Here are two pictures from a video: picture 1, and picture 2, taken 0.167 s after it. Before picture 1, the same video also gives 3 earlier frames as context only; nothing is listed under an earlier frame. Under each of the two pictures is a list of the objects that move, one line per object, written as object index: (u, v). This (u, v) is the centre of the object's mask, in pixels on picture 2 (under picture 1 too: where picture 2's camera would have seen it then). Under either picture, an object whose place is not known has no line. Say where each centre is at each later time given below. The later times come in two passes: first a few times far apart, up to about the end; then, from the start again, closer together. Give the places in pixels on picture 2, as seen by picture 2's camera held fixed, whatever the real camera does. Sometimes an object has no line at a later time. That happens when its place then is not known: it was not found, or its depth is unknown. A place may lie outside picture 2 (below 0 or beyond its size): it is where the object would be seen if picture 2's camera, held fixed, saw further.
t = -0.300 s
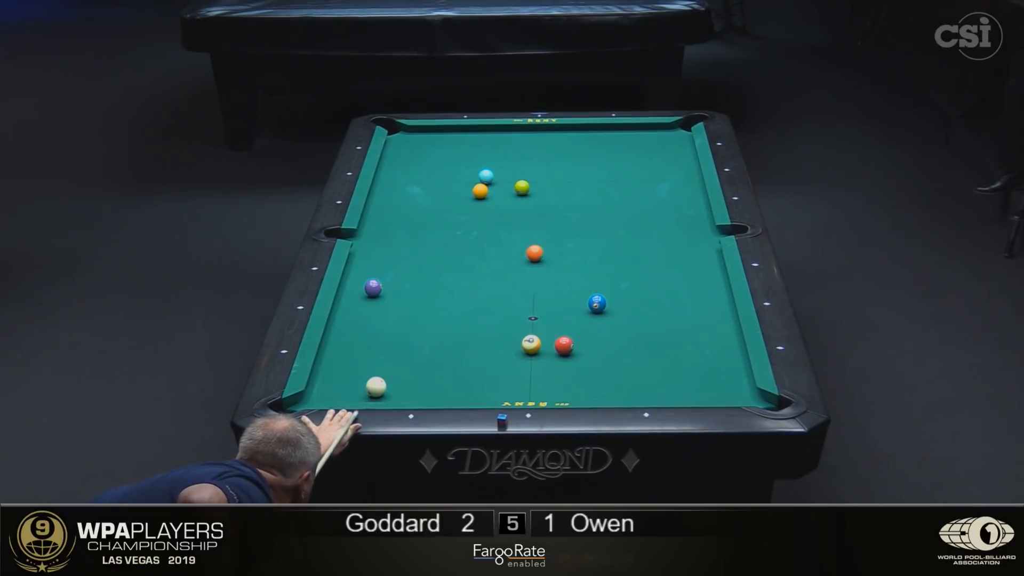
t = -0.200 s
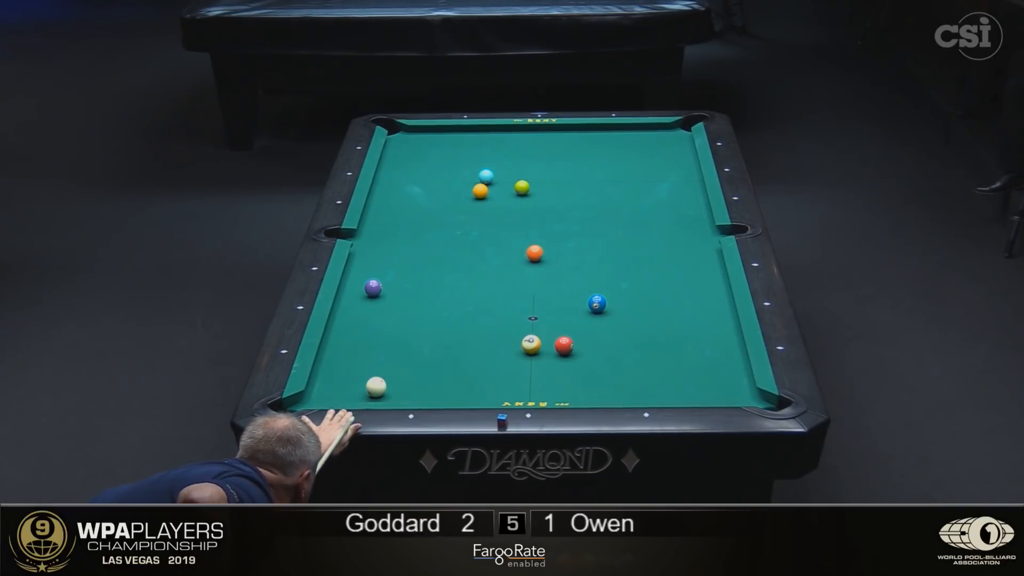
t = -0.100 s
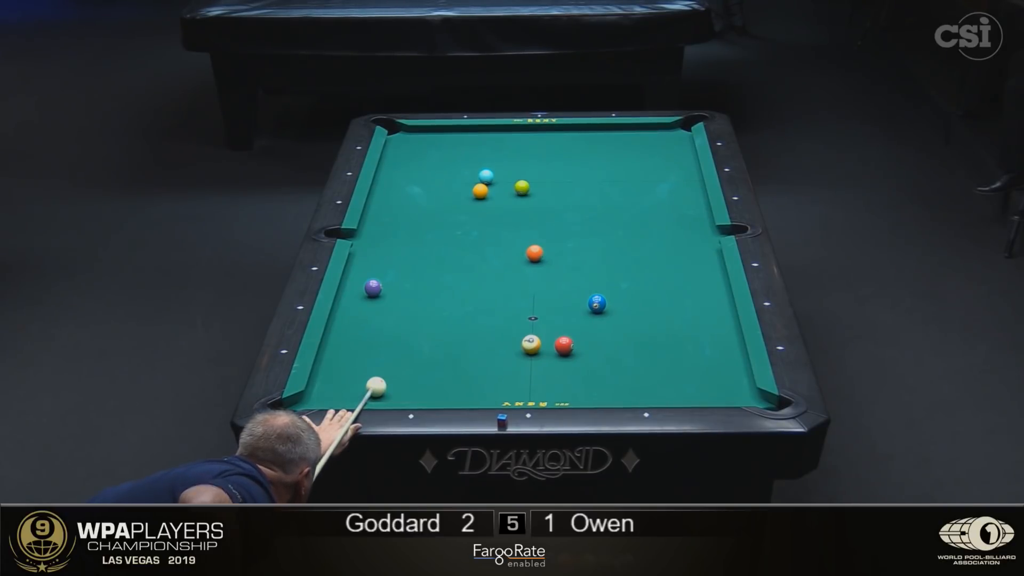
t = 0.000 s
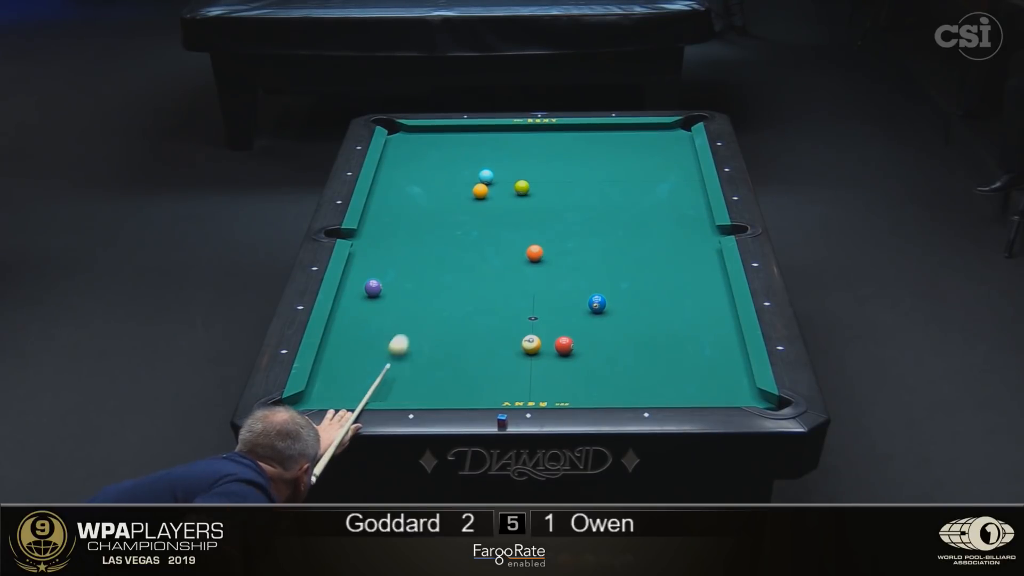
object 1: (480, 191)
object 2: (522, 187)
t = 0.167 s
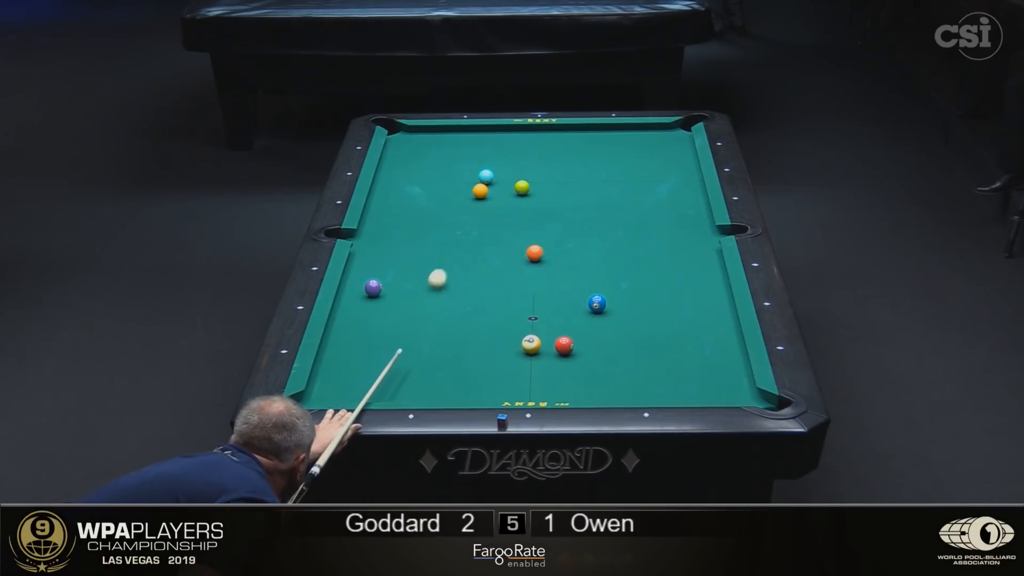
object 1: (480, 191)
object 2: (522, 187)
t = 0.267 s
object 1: (480, 191)
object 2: (522, 187)
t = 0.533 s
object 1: (460, 170)
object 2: (531, 184)
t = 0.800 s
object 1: (422, 131)
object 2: (582, 166)
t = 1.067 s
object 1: (395, 148)
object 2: (624, 152)
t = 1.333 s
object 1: (392, 165)
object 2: (662, 139)
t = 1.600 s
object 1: (398, 182)
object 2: (675, 128)
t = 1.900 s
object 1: (405, 202)
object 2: (656, 130)
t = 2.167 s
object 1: (411, 219)
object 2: (640, 134)
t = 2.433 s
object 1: (418, 238)
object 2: (626, 138)
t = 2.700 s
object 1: (425, 257)
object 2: (612, 142)
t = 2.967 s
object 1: (431, 276)
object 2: (600, 145)
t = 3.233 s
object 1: (438, 295)
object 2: (588, 148)
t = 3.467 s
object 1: (444, 313)
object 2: (578, 151)
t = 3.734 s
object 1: (451, 333)
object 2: (568, 154)
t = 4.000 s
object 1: (458, 354)
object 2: (560, 156)
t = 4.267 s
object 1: (466, 375)
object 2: (551, 158)
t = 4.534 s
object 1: (473, 394)
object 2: (544, 160)
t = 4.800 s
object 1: (481, 390)
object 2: (538, 162)
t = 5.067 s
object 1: (489, 378)
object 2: (533, 163)
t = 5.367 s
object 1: (497, 366)
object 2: (529, 164)
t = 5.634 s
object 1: (504, 357)
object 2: (527, 165)
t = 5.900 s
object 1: (509, 349)
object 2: (526, 165)
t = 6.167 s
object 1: (512, 342)
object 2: (525, 166)
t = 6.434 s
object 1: (513, 335)
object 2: (525, 165)
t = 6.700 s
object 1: (513, 330)
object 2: (525, 165)
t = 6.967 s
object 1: (512, 326)
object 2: (525, 165)
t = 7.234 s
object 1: (512, 322)
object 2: (525, 165)
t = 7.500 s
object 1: (513, 319)
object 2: (525, 165)
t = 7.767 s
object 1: (514, 317)
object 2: (525, 165)
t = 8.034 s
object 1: (514, 315)
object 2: (525, 165)
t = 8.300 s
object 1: (514, 315)
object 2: (525, 165)
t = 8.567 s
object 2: (523, 165)
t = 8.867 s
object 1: (514, 314)
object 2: (525, 165)
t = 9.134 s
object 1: (514, 315)
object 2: (525, 166)
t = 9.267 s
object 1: (514, 315)
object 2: (525, 165)
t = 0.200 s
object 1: (480, 191)
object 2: (522, 187)
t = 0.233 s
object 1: (480, 191)
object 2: (522, 187)
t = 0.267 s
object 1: (480, 191)
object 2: (522, 187)
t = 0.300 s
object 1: (480, 191)
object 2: (522, 187)
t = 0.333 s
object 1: (480, 191)
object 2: (522, 187)
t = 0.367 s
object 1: (480, 191)
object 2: (522, 187)
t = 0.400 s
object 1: (480, 189)
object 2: (522, 187)
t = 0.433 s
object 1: (477, 188)
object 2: (522, 187)
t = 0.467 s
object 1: (472, 182)
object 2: (522, 187)
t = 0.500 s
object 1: (465, 176)
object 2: (524, 186)
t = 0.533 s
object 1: (460, 170)
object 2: (531, 184)
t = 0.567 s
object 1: (454, 164)
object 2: (539, 181)
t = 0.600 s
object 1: (448, 158)
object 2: (547, 179)
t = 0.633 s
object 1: (443, 153)
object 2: (553, 176)
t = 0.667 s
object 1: (439, 148)
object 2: (560, 174)
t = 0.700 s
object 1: (434, 143)
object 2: (566, 172)
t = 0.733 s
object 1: (430, 139)
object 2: (571, 170)
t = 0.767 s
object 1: (426, 135)
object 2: (577, 168)
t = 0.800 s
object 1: (422, 131)
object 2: (582, 166)
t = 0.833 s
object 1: (419, 129)
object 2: (588, 165)
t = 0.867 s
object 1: (415, 133)
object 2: (593, 163)
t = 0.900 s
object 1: (412, 136)
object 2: (598, 161)
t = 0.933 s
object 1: (408, 139)
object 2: (604, 159)
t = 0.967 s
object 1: (405, 141)
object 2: (609, 157)
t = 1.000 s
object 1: (402, 143)
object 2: (614, 155)
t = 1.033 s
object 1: (399, 146)
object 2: (619, 154)
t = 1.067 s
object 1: (395, 148)
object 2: (624, 152)
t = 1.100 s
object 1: (392, 150)
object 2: (629, 151)
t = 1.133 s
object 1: (389, 153)
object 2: (634, 148)
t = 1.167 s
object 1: (388, 155)
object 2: (638, 147)
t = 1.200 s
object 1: (389, 157)
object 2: (643, 145)
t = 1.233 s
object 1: (390, 159)
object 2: (648, 143)
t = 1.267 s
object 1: (391, 161)
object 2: (653, 142)
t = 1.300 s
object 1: (391, 163)
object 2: (658, 140)
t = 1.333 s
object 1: (392, 165)
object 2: (662, 139)
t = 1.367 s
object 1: (393, 167)
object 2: (667, 137)
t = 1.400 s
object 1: (393, 169)
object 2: (672, 136)
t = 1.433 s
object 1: (394, 171)
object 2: (676, 134)
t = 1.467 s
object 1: (395, 174)
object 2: (681, 132)
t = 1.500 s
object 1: (396, 176)
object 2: (684, 131)
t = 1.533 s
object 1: (396, 178)
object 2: (681, 130)
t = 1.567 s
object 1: (397, 180)
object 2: (678, 129)
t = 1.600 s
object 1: (398, 182)
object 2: (675, 128)
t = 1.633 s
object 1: (399, 184)
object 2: (672, 127)
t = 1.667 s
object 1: (399, 186)
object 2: (670, 126)
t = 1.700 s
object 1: (400, 188)
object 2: (668, 127)
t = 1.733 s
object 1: (401, 191)
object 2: (666, 127)
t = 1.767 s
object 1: (402, 193)
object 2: (663, 128)
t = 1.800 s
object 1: (402, 195)
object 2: (661, 128)
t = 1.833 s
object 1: (403, 197)
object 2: (660, 129)
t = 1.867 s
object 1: (404, 199)
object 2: (658, 129)
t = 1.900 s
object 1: (405, 202)
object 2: (656, 130)
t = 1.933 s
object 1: (406, 204)
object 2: (654, 130)
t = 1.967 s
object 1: (406, 206)
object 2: (652, 131)
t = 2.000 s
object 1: (407, 208)
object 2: (650, 131)
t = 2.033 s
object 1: (408, 211)
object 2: (648, 131)
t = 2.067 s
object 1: (409, 213)
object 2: (646, 131)
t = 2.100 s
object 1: (410, 215)
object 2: (643, 132)
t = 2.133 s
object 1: (410, 217)
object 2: (642, 133)
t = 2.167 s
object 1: (411, 219)
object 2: (640, 134)
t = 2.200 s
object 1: (412, 222)
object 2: (638, 134)
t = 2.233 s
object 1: (413, 224)
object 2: (637, 135)
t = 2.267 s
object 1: (414, 226)
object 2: (635, 135)
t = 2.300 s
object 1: (415, 229)
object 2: (633, 136)
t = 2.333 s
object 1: (416, 231)
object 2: (631, 136)
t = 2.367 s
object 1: (416, 233)
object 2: (629, 137)
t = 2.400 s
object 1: (417, 235)
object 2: (628, 137)
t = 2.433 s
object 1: (418, 238)
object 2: (626, 138)
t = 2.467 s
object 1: (419, 240)
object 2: (624, 138)
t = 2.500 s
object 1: (419, 242)
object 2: (622, 139)
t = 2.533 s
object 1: (420, 245)
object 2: (621, 139)
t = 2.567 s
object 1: (421, 247)
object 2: (619, 140)
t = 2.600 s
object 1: (422, 249)
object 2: (617, 140)
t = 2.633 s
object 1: (423, 252)
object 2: (616, 141)
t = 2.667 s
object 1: (424, 254)
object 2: (614, 141)
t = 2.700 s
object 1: (425, 257)
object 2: (612, 142)
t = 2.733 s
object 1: (426, 259)
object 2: (611, 142)
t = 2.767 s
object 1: (426, 261)
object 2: (609, 143)
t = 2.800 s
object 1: (427, 264)
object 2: (607, 143)
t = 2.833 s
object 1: (428, 266)
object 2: (606, 144)
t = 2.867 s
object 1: (429, 268)
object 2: (604, 144)
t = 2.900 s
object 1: (430, 271)
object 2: (603, 144)
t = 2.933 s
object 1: (430, 273)
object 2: (601, 145)
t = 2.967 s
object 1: (431, 276)
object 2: (600, 145)
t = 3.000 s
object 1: (432, 278)
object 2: (598, 146)
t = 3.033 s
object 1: (433, 281)
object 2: (597, 146)
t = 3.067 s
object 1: (431, 280)
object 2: (595, 146)
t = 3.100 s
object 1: (435, 286)
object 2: (594, 147)
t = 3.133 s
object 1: (436, 288)
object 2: (592, 147)
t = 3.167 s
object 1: (436, 291)
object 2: (591, 148)
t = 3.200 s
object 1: (437, 293)
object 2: (589, 148)
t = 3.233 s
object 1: (438, 295)
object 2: (588, 148)
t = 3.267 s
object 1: (439, 298)
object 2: (586, 149)
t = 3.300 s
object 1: (440, 300)
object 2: (585, 149)
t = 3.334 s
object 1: (441, 303)
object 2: (584, 149)
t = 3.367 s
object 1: (442, 308)
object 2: (581, 150)
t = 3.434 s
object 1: (443, 310)
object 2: (580, 151)
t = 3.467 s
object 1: (444, 313)
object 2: (578, 151)
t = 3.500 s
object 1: (445, 315)
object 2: (577, 151)
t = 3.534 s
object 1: (446, 318)
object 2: (576, 152)
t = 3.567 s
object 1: (447, 320)
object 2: (574, 152)
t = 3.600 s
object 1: (448, 323)
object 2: (573, 152)
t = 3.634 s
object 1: (449, 325)
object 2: (572, 153)
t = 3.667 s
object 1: (450, 328)
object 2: (571, 153)
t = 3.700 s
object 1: (450, 331)
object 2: (570, 153)
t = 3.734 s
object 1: (451, 333)
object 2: (568, 154)
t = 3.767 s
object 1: (452, 336)
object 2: (567, 154)
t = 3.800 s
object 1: (453, 338)
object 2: (566, 154)
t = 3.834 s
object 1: (454, 341)
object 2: (565, 155)
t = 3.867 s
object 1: (455, 343)
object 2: (564, 155)
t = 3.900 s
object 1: (456, 346)
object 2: (563, 155)
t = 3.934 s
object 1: (457, 349)
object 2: (562, 156)
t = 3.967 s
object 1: (458, 351)
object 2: (561, 156)
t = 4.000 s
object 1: (458, 354)
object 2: (560, 156)
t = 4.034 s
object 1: (459, 356)
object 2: (558, 157)
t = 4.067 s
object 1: (460, 359)
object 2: (558, 157)
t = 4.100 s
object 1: (461, 362)
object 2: (556, 157)
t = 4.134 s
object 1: (462, 364)
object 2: (555, 157)
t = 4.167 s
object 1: (463, 367)
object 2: (554, 158)
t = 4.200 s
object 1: (464, 370)
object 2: (553, 158)
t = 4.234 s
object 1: (465, 372)
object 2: (552, 158)
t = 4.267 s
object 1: (466, 375)
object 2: (551, 158)
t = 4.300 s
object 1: (466, 378)
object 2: (550, 159)
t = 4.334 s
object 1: (467, 380)
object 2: (550, 159)
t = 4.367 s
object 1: (468, 383)
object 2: (549, 159)
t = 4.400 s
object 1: (469, 385)
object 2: (548, 159)
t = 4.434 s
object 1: (470, 388)
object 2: (547, 160)
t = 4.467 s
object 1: (471, 390)
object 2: (546, 160)
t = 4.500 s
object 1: (472, 392)
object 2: (545, 160)
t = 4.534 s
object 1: (473, 394)
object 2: (544, 160)
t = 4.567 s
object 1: (473, 395)
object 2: (544, 160)
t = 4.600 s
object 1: (474, 396)
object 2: (543, 161)
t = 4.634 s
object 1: (475, 395)
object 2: (542, 161)
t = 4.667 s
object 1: (477, 394)
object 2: (541, 161)
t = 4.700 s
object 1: (478, 393)
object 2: (540, 161)
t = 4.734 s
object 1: (479, 392)
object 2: (540, 161)
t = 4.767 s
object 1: (480, 391)
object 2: (539, 162)
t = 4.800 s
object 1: (481, 390)
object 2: (538, 162)
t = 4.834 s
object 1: (482, 388)
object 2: (538, 162)
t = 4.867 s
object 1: (483, 387)
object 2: (537, 162)
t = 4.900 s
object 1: (484, 385)
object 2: (536, 162)
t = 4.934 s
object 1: (486, 384)
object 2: (536, 162)
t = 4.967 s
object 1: (486, 382)
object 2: (535, 163)
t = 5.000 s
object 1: (487, 381)
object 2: (535, 163)
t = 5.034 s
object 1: (488, 380)
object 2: (534, 163)
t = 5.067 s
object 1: (489, 378)
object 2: (533, 163)
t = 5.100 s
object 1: (490, 377)
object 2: (533, 163)
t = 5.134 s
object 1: (491, 376)
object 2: (532, 163)
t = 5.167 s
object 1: (492, 374)
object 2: (532, 163)
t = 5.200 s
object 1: (493, 373)
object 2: (531, 163)
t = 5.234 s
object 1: (494, 371)
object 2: (531, 163)
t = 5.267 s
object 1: (495, 370)
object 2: (530, 164)
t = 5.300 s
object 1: (496, 369)
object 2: (530, 164)
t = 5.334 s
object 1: (496, 368)
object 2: (530, 164)
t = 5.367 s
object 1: (497, 366)
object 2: (529, 164)
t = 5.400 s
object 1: (498, 365)
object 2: (529, 164)
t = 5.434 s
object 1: (499, 364)
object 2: (529, 164)
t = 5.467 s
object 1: (500, 363)
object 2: (528, 164)
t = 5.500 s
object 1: (501, 362)
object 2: (528, 165)
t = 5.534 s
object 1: (501, 361)
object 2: (528, 165)
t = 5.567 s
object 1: (502, 359)
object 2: (528, 165)
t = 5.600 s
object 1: (503, 358)
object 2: (527, 165)
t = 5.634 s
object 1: (504, 357)
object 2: (527, 165)
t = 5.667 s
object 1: (504, 356)
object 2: (527, 165)
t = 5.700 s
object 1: (505, 355)
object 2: (527, 165)
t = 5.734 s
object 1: (506, 354)
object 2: (526, 165)
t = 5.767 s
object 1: (507, 353)
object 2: (526, 165)
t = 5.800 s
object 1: (507, 352)
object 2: (526, 165)
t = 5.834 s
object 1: (508, 351)
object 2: (526, 165)
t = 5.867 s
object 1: (509, 350)
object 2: (526, 165)
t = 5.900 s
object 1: (509, 349)
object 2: (526, 165)
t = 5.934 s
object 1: (510, 348)
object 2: (526, 165)
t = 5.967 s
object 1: (510, 347)
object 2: (526, 165)
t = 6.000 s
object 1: (511, 346)
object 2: (526, 165)
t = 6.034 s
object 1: (511, 345)
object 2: (525, 165)
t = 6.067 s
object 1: (512, 344)
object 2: (525, 165)
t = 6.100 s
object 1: (512, 343)
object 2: (525, 165)
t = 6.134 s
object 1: (512, 343)
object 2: (526, 165)
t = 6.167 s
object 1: (512, 342)
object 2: (525, 166)
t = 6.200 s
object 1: (512, 341)
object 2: (525, 165)
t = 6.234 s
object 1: (513, 340)
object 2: (525, 165)
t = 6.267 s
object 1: (513, 339)
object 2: (525, 165)
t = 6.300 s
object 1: (513, 339)
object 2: (525, 165)
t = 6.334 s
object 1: (513, 338)
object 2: (525, 166)
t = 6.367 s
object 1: (513, 337)
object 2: (525, 165)
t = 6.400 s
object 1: (513, 336)
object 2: (525, 165)
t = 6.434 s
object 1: (513, 335)
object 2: (525, 165)
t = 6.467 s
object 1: (513, 335)
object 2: (525, 165)
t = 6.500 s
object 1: (513, 334)
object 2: (525, 165)
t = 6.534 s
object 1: (513, 333)
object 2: (525, 165)
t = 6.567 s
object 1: (513, 333)
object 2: (525, 165)
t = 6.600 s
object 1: (513, 332)
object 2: (525, 165)
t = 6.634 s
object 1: (513, 331)
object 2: (525, 165)
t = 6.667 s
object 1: (513, 331)
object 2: (525, 165)
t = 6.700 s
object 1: (513, 330)
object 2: (525, 165)
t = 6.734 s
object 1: (513, 329)
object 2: (525, 165)
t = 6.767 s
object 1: (513, 329)
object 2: (525, 165)
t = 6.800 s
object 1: (513, 328)
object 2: (525, 165)
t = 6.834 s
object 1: (513, 328)
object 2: (525, 165)
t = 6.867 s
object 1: (513, 327)
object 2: (525, 165)
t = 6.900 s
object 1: (513, 327)
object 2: (525, 166)
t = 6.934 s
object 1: (513, 326)
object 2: (525, 165)
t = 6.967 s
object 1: (512, 326)
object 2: (525, 165)
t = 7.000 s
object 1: (512, 325)
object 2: (525, 165)
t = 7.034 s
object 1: (512, 325)
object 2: (525, 165)
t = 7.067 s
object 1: (512, 324)
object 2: (525, 165)
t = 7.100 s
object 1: (512, 324)
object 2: (525, 165)
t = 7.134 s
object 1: (512, 323)
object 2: (525, 165)
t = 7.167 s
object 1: (512, 323)
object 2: (525, 165)
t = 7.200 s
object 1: (512, 322)
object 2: (525, 165)
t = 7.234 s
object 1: (512, 322)
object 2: (525, 165)
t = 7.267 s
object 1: (512, 321)
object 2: (525, 165)
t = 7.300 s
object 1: (512, 321)
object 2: (525, 165)
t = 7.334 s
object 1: (512, 321)
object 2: (525, 165)
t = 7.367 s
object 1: (513, 320)
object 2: (525, 165)
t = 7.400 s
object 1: (513, 320)
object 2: (525, 165)
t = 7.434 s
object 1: (513, 320)
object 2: (525, 165)
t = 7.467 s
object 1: (513, 319)
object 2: (525, 165)
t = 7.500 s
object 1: (513, 319)
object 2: (525, 165)
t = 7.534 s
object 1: (513, 319)
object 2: (525, 165)
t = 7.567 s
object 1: (513, 318)
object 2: (525, 165)
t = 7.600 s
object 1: (513, 318)
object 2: (525, 165)
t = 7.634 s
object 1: (514, 318)
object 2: (525, 165)
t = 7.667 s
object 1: (514, 317)
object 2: (525, 165)
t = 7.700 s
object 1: (514, 317)
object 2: (525, 165)
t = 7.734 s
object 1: (514, 317)
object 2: (525, 165)
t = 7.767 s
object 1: (514, 317)
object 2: (525, 165)
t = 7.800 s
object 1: (514, 317)
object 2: (525, 165)
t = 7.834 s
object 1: (514, 316)
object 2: (525, 165)
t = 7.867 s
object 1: (514, 316)
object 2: (525, 166)
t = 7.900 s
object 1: (514, 316)
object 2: (525, 166)
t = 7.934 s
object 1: (514, 316)
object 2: (525, 165)
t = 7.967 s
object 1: (514, 316)
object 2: (525, 165)
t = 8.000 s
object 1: (514, 316)
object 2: (525, 165)
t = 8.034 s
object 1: (514, 315)
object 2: (525, 165)
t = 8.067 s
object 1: (514, 315)
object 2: (525, 166)
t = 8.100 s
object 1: (512, 315)
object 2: (525, 166)
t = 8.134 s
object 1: (513, 315)
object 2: (525, 165)
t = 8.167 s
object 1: (513, 315)
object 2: (525, 165)
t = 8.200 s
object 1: (513, 315)
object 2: (525, 166)
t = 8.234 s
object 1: (513, 315)
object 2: (525, 166)
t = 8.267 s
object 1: (514, 315)
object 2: (525, 165)
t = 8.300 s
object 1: (514, 315)
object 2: (525, 165)
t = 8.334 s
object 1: (514, 315)
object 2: (525, 165)
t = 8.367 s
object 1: (514, 315)
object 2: (528, 165)
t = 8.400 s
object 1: (518, 313)
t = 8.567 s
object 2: (523, 165)
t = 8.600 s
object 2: (525, 165)
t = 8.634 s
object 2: (525, 165)
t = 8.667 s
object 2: (525, 165)
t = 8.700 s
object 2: (525, 165)
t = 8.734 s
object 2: (525, 165)
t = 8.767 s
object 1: (512, 316)
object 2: (525, 165)
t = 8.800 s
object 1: (514, 314)
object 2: (525, 165)
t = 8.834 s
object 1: (514, 314)
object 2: (525, 165)
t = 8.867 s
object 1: (514, 314)
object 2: (525, 165)
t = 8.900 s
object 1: (514, 315)
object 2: (525, 165)
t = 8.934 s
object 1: (514, 314)
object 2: (525, 165)
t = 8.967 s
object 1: (514, 315)
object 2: (525, 165)
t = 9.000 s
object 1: (514, 315)
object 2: (525, 165)
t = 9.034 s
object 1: (514, 315)
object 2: (525, 165)
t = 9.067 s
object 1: (514, 315)
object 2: (525, 165)
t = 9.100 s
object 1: (514, 315)
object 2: (525, 165)
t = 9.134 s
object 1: (514, 315)
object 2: (525, 166)
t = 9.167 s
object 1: (514, 315)
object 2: (525, 166)
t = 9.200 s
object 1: (514, 315)
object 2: (525, 165)
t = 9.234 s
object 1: (514, 315)
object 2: (525, 165)
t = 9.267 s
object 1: (514, 315)
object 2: (525, 165)
